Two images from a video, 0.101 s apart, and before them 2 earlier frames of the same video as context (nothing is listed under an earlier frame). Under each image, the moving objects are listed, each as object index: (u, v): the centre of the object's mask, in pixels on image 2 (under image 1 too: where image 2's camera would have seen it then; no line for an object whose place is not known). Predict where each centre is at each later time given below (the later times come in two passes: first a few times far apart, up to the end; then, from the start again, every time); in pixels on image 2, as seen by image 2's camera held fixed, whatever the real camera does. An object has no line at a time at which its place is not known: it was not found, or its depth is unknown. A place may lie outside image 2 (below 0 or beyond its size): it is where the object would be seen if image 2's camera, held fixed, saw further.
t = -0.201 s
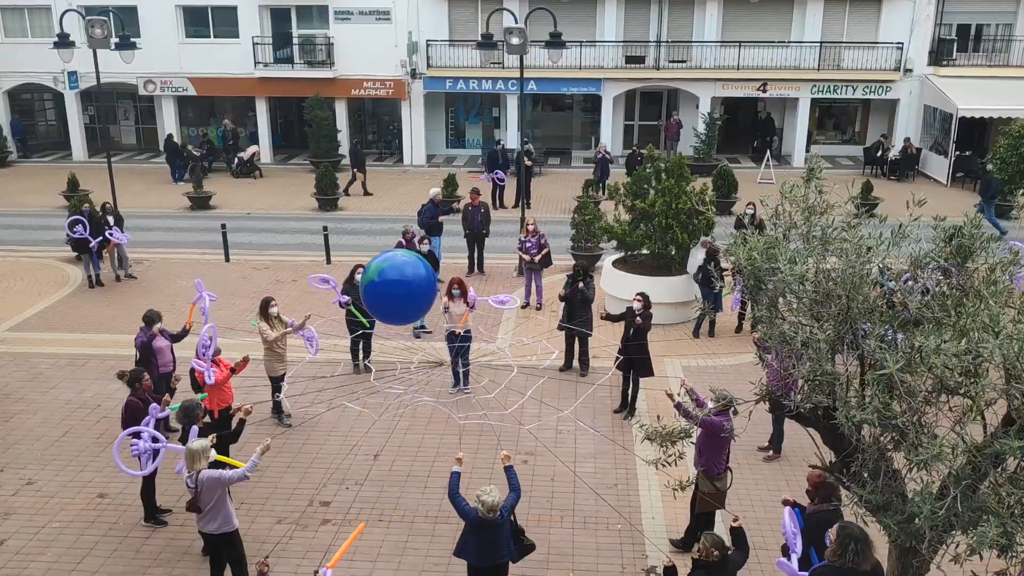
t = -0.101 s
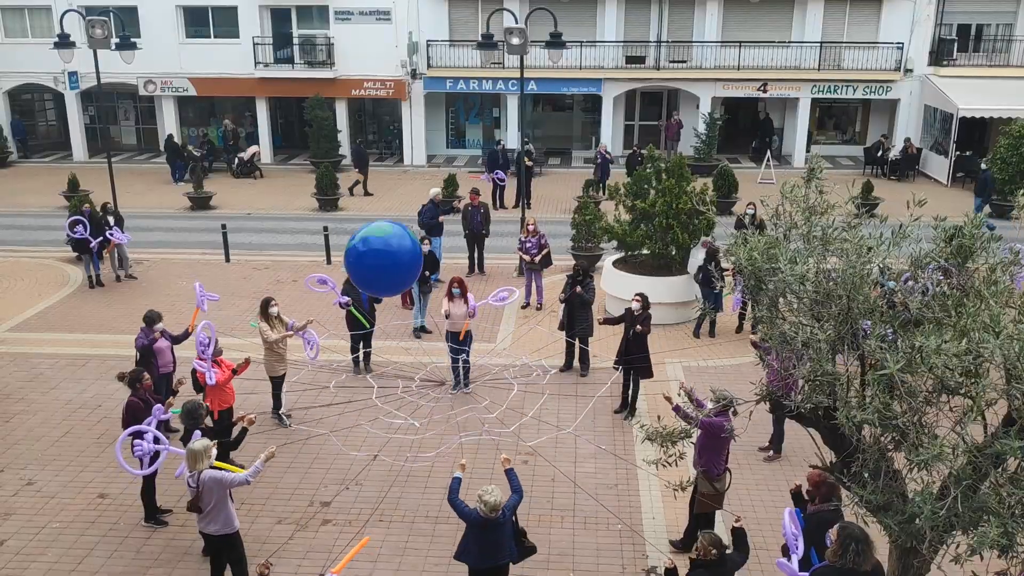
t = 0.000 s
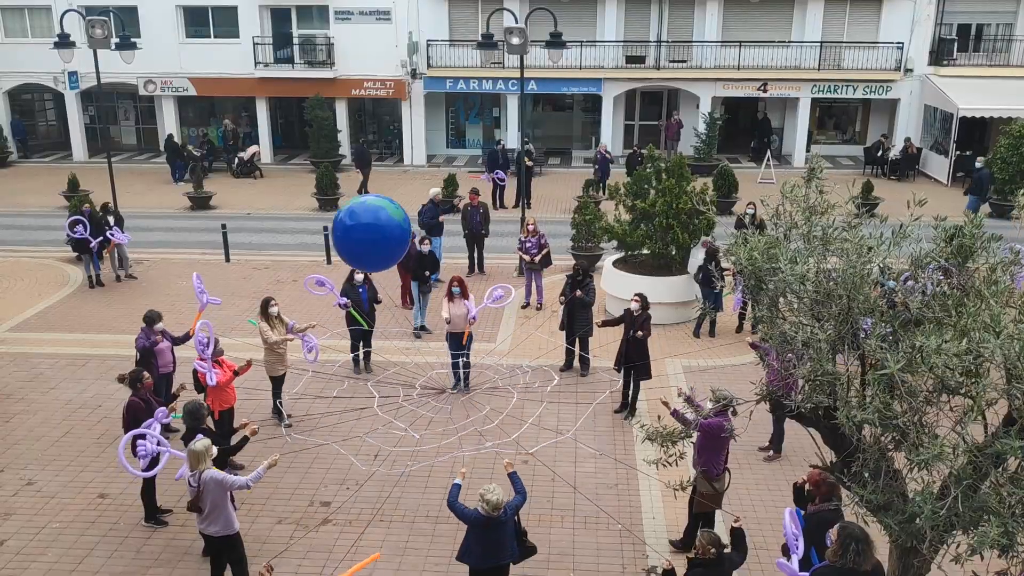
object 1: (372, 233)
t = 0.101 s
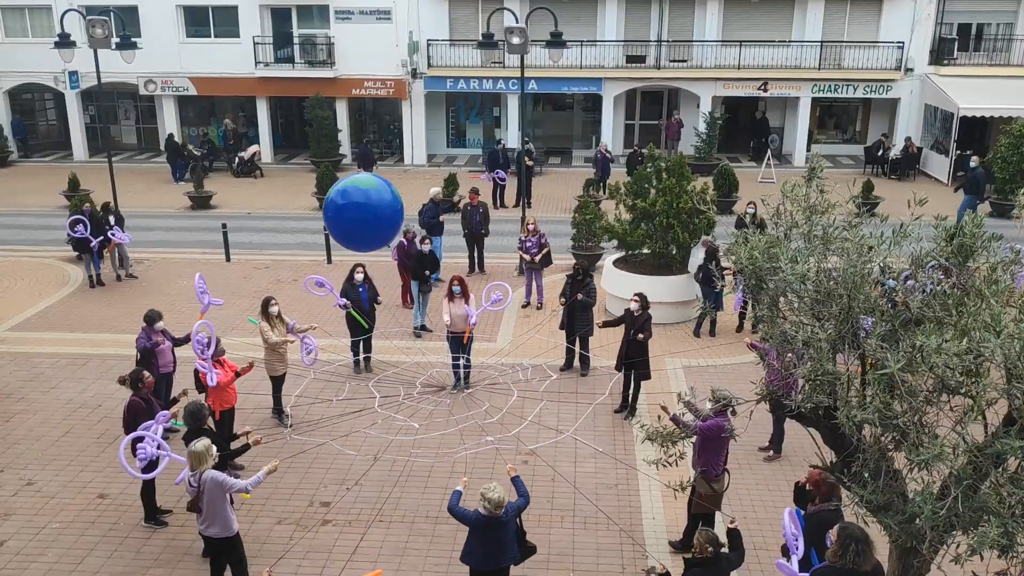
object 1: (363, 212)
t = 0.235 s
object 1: (358, 195)
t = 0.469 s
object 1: (363, 195)
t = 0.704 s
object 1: (385, 231)
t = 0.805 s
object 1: (397, 255)
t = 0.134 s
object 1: (361, 207)
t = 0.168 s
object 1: (360, 203)
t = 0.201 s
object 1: (358, 199)
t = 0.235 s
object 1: (358, 195)
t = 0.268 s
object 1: (357, 193)
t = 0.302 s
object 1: (357, 191)
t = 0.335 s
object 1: (358, 190)
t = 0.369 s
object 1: (358, 190)
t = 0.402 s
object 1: (359, 191)
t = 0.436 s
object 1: (361, 192)
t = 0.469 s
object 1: (363, 195)
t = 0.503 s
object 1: (365, 198)
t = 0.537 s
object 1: (368, 202)
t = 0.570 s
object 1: (370, 206)
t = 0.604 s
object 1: (374, 211)
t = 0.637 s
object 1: (377, 217)
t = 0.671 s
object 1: (381, 224)
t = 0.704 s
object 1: (385, 231)
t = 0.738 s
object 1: (389, 238)
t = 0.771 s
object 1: (393, 246)
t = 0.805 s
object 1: (397, 255)
